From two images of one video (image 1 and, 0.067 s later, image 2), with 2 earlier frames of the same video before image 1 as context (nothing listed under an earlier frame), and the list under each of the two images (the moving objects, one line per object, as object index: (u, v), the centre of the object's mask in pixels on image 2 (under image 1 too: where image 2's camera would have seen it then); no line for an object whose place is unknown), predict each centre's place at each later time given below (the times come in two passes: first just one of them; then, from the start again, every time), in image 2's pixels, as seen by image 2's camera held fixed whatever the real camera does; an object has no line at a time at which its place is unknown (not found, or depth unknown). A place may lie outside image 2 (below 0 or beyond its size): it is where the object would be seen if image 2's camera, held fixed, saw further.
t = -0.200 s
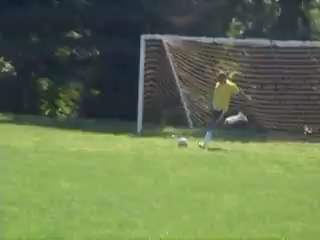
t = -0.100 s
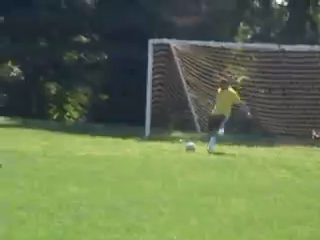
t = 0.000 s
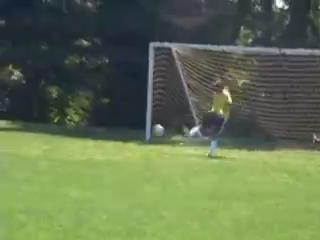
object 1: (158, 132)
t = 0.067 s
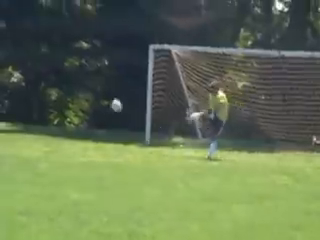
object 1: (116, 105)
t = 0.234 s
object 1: (7, 41)
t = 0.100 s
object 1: (95, 92)
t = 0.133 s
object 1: (73, 80)
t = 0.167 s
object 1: (51, 67)
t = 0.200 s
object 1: (29, 53)
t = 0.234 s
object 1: (7, 41)
